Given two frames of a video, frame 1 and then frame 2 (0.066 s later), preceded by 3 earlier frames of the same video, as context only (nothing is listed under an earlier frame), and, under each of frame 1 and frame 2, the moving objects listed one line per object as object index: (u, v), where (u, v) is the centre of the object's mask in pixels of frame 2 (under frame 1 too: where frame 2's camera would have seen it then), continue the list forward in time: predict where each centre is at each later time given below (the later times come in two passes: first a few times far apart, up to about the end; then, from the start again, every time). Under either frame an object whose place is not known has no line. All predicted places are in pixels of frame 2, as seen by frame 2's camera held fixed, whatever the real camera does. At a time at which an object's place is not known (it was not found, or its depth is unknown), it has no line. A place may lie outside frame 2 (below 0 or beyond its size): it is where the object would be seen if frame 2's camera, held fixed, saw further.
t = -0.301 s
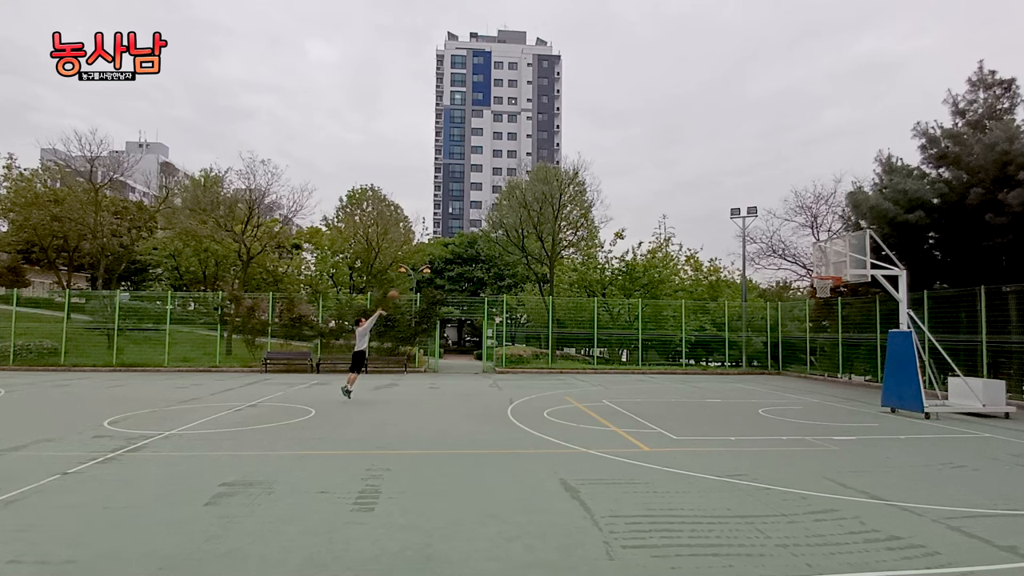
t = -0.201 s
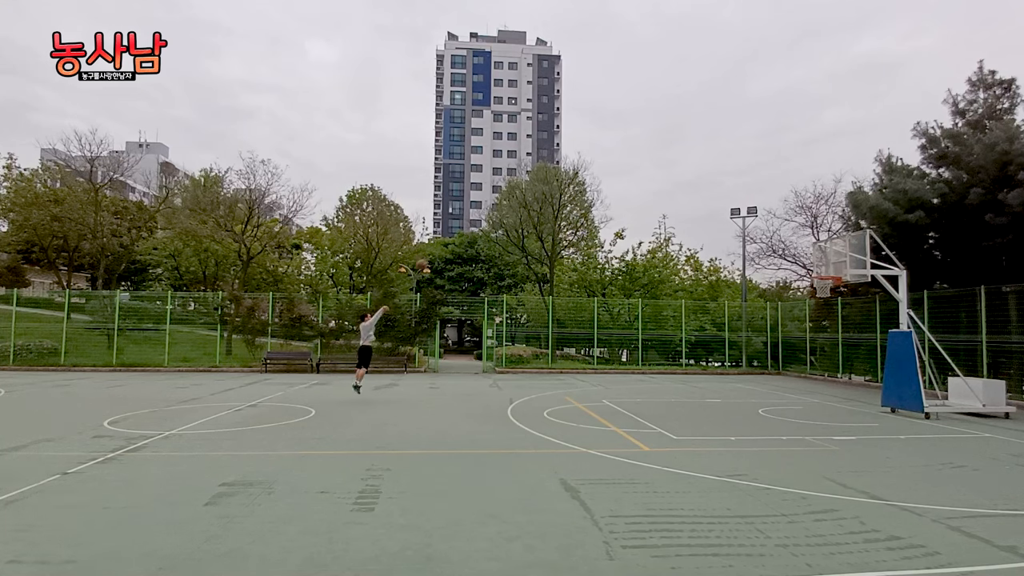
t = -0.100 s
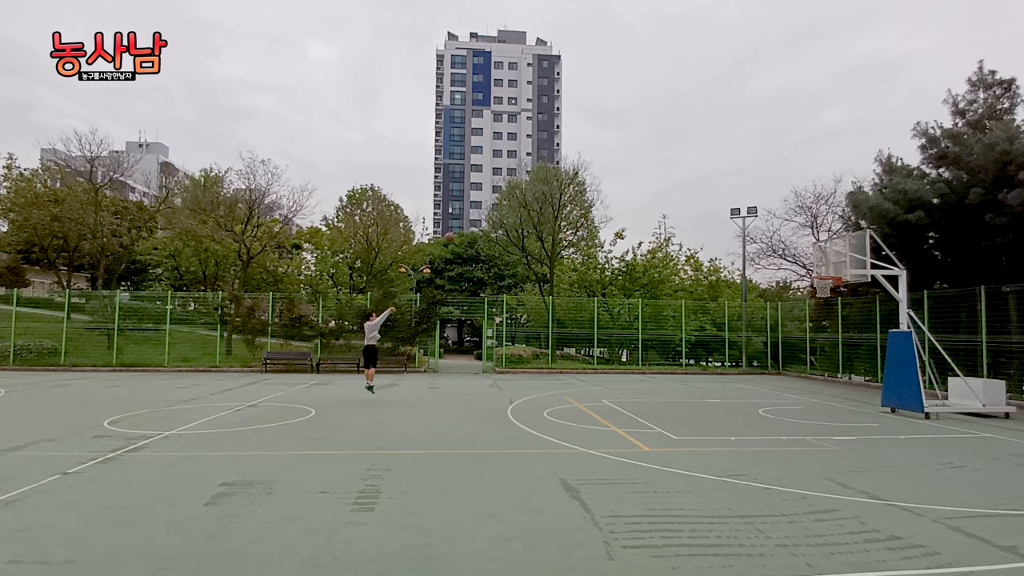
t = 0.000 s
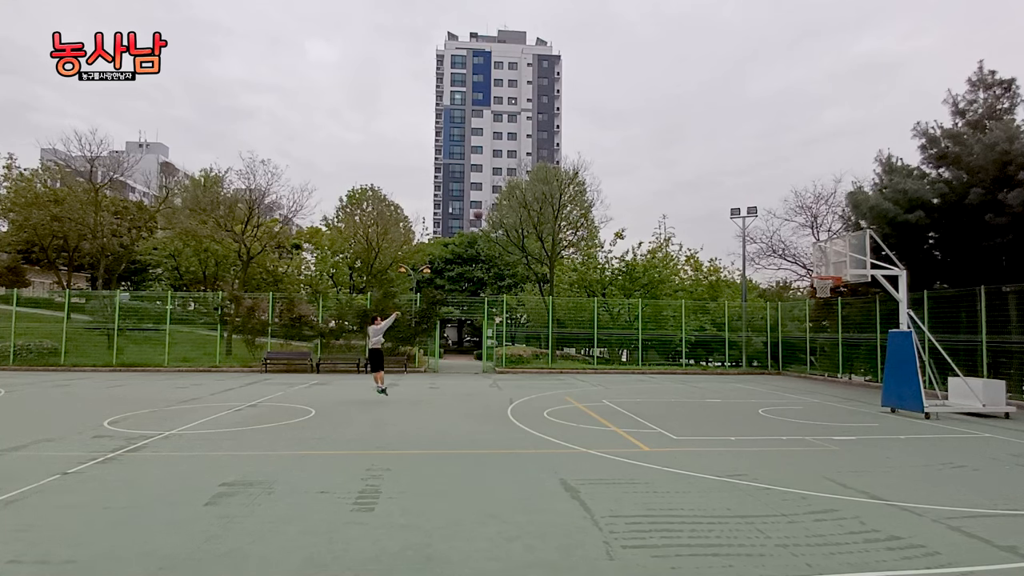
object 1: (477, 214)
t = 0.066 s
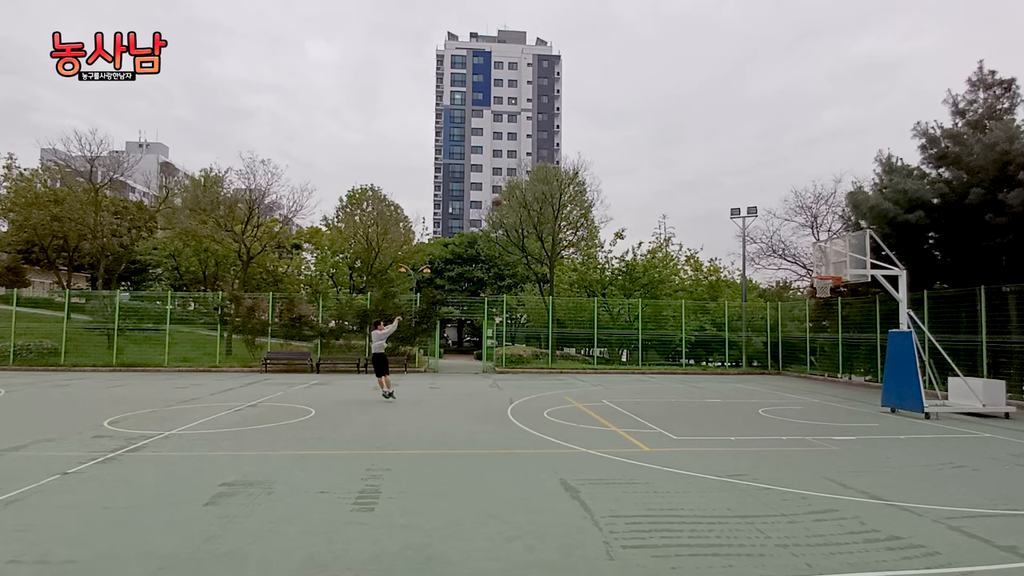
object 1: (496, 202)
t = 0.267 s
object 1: (552, 173)
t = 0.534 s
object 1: (625, 161)
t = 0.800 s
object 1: (698, 178)
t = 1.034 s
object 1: (762, 217)
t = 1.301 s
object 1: (830, 264)
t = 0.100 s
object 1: (505, 195)
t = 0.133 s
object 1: (514, 190)
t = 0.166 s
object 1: (525, 184)
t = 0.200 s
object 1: (532, 180)
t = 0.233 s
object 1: (542, 176)
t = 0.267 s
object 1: (552, 173)
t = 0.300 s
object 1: (560, 170)
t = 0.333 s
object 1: (570, 167)
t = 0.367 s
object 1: (579, 165)
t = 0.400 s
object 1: (588, 163)
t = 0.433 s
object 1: (596, 161)
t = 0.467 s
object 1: (606, 161)
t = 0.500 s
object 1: (615, 161)
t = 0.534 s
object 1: (625, 161)
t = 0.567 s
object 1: (634, 161)
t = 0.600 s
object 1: (643, 162)
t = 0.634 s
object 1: (652, 164)
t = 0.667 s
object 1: (661, 166)
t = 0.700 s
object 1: (670, 168)
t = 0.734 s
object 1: (680, 171)
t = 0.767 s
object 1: (689, 174)
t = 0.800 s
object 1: (698, 178)
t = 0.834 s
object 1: (707, 183)
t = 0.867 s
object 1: (717, 187)
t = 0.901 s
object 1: (726, 192)
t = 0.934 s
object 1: (735, 198)
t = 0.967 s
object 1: (744, 204)
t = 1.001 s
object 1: (753, 211)
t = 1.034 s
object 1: (762, 217)
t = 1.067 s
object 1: (771, 225)
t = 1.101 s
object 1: (781, 233)
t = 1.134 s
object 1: (789, 242)
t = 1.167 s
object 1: (799, 251)
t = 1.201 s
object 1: (808, 261)
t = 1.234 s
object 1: (817, 270)
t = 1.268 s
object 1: (824, 270)
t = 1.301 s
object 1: (830, 264)
